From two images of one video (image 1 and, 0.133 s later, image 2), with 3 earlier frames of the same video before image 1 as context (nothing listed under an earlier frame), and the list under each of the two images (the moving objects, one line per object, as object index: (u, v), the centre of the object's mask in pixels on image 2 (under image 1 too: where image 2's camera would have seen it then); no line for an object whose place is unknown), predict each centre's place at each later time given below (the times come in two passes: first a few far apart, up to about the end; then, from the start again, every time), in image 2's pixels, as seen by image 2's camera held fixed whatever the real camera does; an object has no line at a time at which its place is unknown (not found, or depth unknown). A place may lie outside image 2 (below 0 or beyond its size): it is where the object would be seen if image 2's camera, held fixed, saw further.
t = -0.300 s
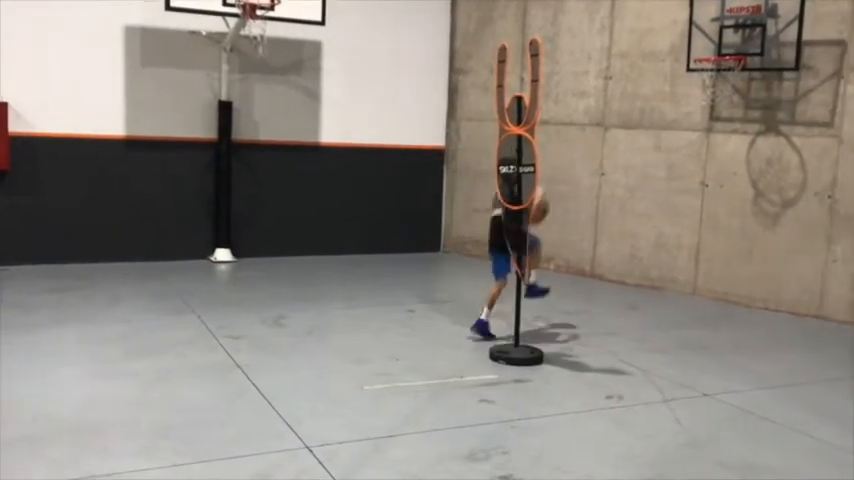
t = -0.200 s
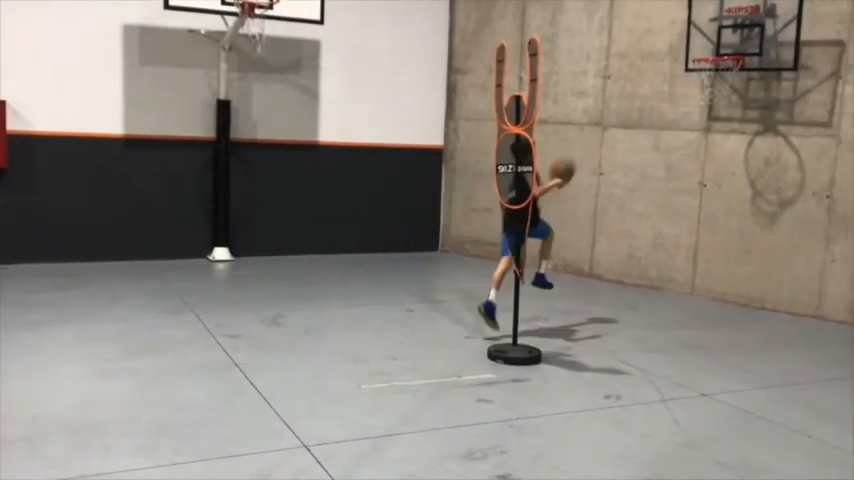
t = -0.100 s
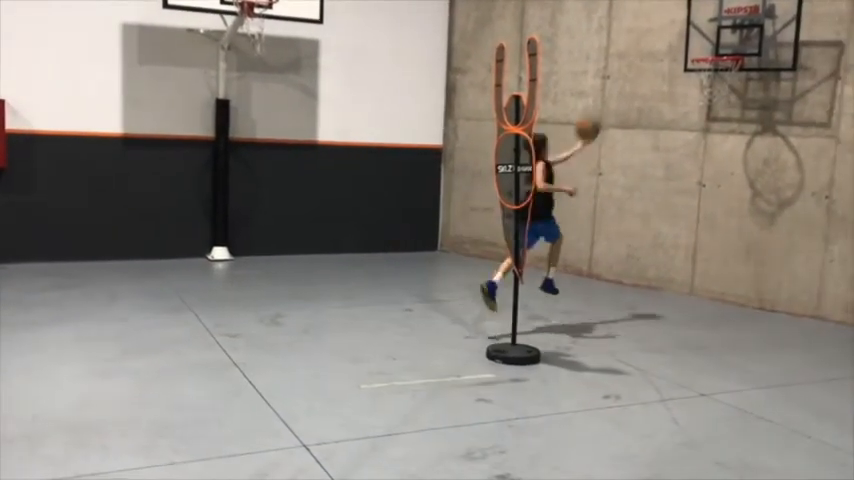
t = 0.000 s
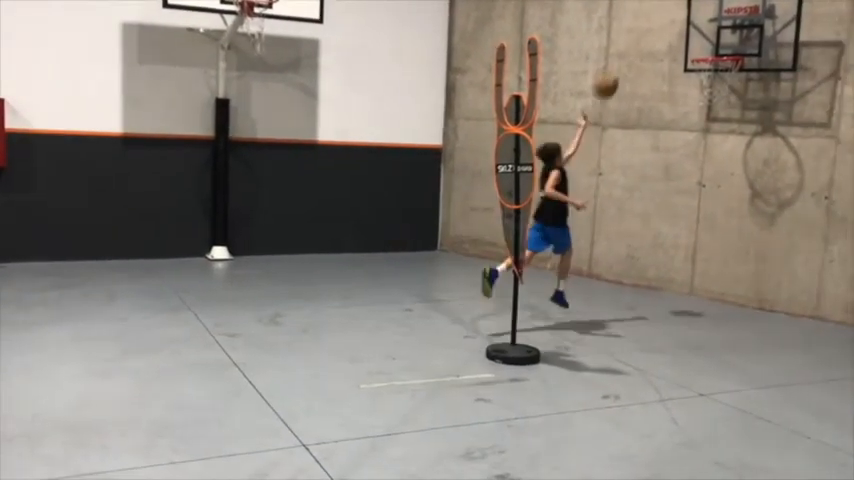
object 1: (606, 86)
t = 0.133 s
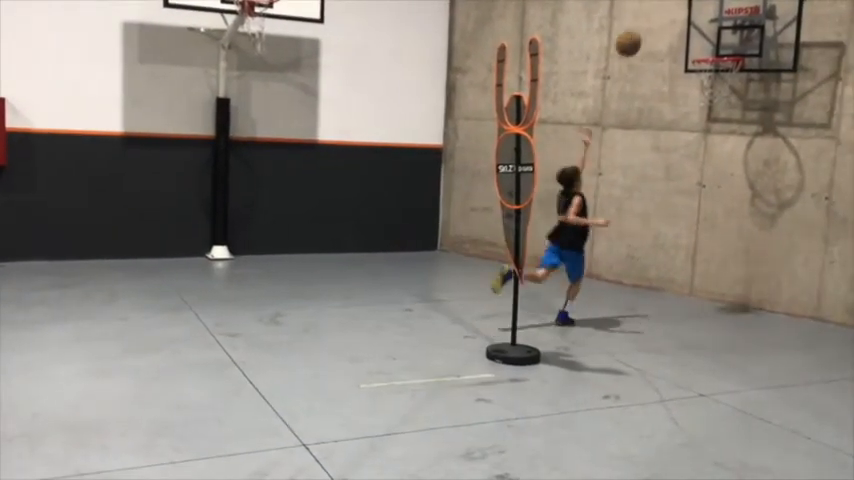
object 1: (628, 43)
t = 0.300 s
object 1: (652, 20)
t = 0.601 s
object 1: (688, 51)
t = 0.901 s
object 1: (666, 75)
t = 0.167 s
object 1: (633, 36)
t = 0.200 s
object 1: (638, 30)
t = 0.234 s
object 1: (643, 26)
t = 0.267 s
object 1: (648, 22)
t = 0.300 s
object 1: (652, 20)
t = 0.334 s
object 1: (657, 18)
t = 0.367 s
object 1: (662, 18)
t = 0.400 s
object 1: (666, 20)
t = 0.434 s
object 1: (670, 22)
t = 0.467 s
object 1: (674, 25)
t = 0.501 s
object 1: (677, 30)
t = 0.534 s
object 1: (681, 36)
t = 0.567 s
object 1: (685, 44)
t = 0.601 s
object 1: (688, 51)
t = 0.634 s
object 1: (687, 51)
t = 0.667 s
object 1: (684, 50)
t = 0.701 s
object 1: (682, 50)
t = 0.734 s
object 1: (680, 51)
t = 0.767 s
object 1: (677, 54)
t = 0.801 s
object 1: (674, 57)
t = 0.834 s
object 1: (672, 62)
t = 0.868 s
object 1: (669, 68)
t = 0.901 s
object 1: (666, 75)
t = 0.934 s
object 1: (663, 83)
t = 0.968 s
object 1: (660, 91)
